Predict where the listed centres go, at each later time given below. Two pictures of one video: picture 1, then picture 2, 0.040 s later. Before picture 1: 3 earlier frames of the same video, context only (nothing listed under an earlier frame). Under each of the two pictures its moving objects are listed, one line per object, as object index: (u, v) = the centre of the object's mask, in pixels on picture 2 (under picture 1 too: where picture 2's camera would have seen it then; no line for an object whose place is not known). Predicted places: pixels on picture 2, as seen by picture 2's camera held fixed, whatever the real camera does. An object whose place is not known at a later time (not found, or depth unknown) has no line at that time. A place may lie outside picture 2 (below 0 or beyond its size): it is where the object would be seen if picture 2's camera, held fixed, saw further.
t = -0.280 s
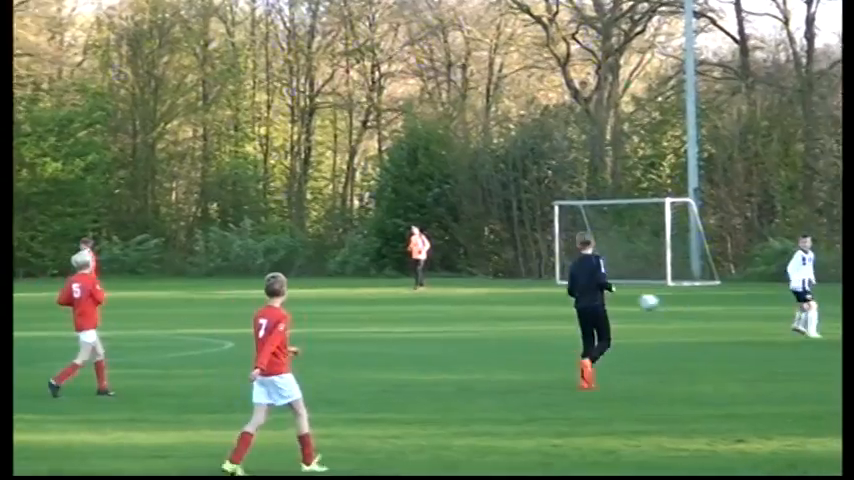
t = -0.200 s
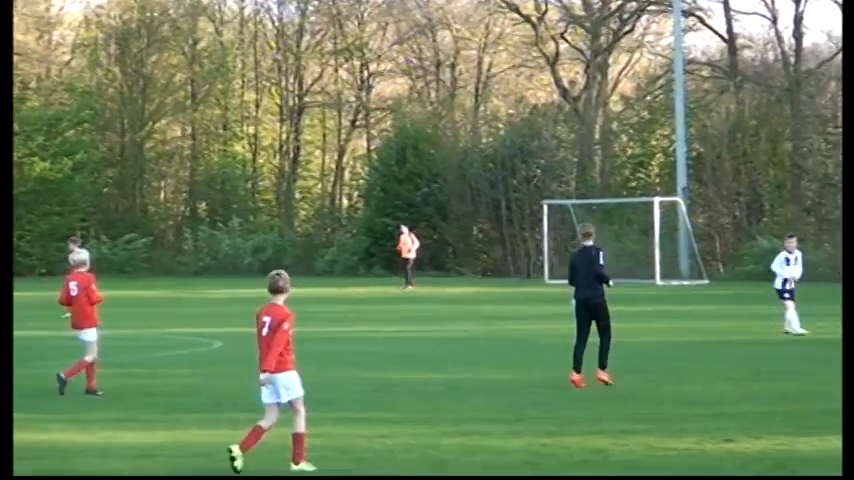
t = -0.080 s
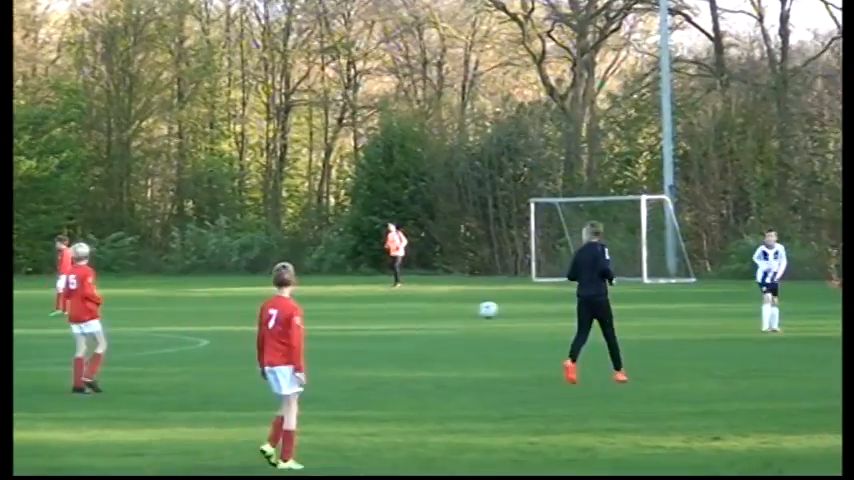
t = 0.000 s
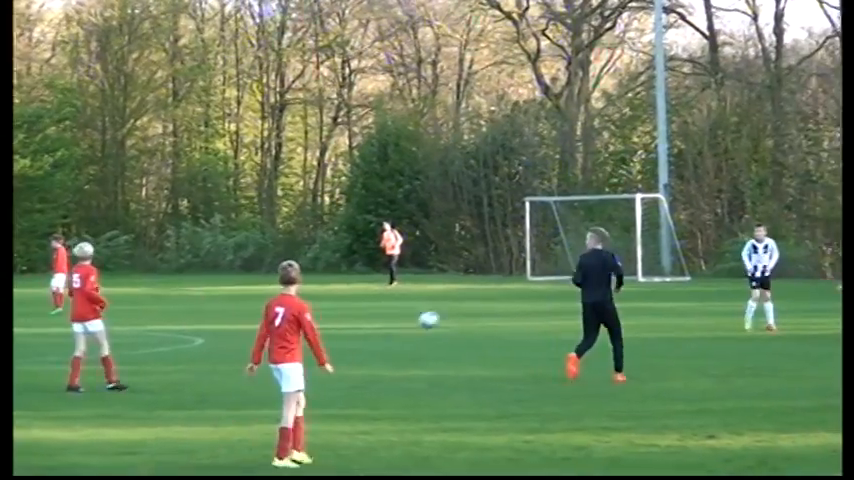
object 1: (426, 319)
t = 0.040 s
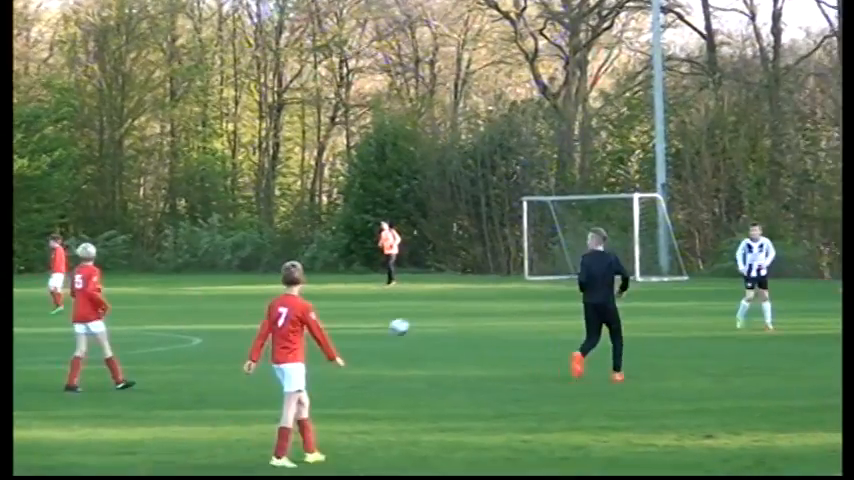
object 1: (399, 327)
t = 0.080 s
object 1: (371, 335)
